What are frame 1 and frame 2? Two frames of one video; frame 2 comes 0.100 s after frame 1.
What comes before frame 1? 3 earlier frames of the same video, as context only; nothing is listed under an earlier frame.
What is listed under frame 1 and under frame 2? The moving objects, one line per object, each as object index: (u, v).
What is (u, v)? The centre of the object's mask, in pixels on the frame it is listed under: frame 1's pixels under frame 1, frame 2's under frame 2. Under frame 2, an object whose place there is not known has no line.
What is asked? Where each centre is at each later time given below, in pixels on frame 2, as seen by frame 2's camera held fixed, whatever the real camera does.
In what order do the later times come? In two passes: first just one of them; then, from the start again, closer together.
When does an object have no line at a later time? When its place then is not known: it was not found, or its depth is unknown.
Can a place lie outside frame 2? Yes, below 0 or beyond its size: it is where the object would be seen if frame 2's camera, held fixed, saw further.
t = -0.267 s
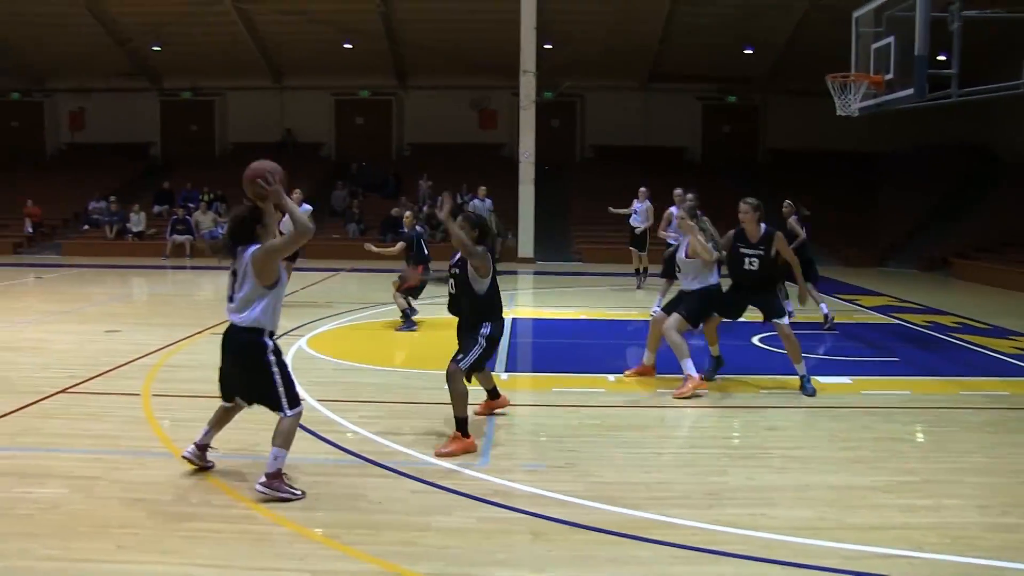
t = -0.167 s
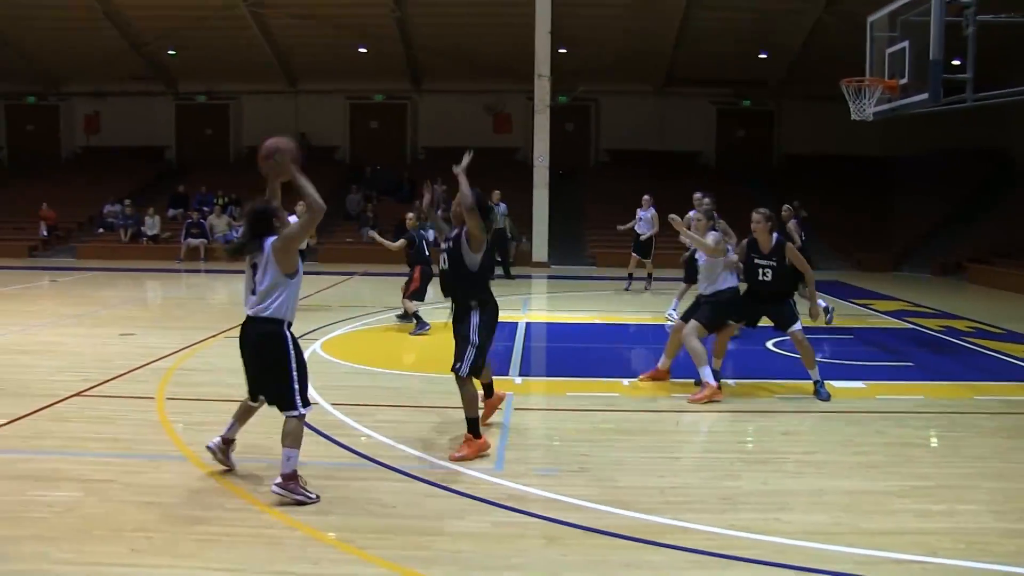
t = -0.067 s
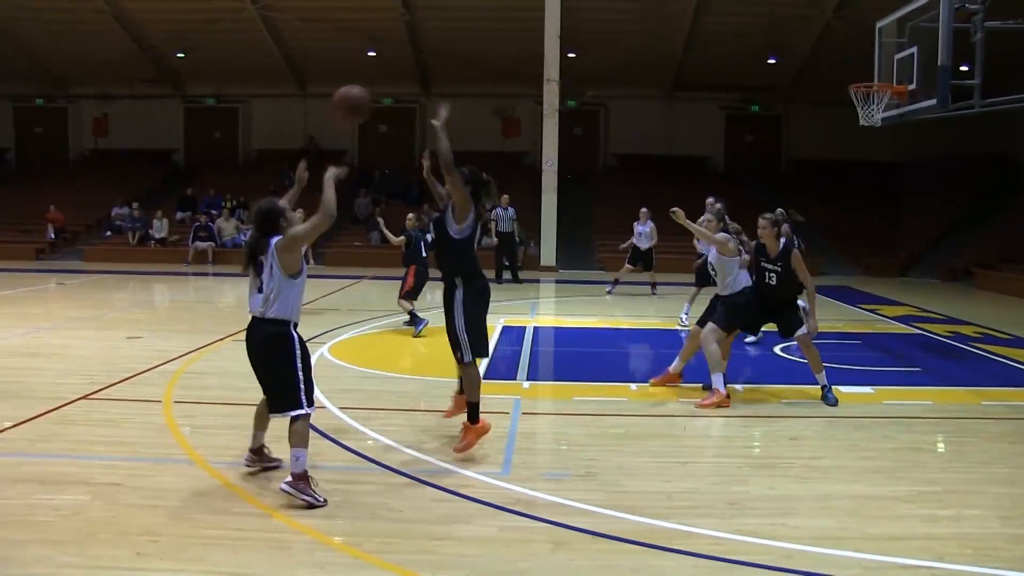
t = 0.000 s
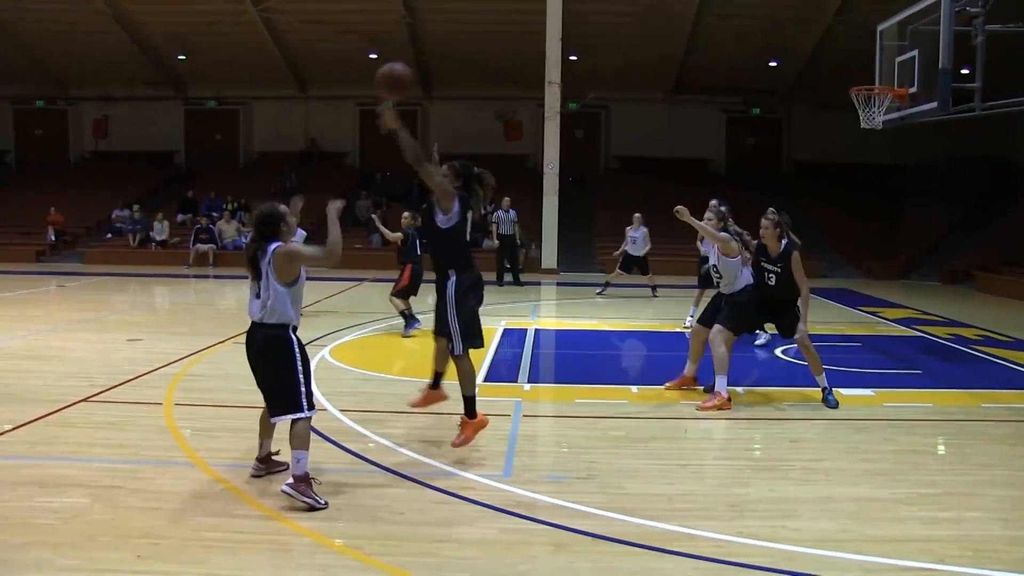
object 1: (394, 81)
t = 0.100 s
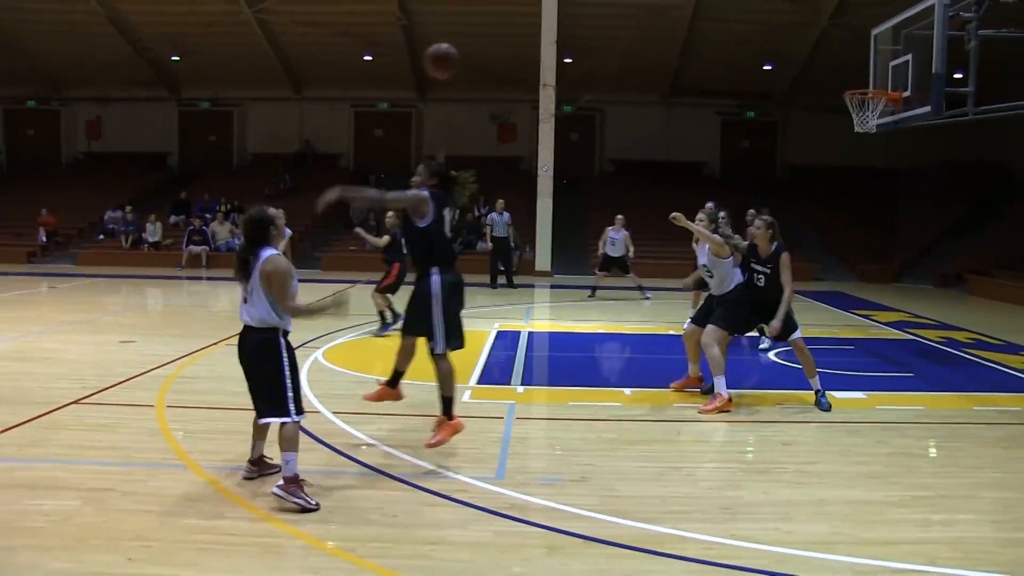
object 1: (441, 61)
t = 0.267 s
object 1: (511, 60)
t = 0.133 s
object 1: (457, 58)
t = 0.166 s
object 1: (472, 56)
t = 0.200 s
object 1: (486, 55)
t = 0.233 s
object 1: (499, 57)
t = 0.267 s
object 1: (511, 60)
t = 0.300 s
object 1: (523, 65)
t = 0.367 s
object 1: (546, 77)
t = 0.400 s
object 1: (557, 85)
